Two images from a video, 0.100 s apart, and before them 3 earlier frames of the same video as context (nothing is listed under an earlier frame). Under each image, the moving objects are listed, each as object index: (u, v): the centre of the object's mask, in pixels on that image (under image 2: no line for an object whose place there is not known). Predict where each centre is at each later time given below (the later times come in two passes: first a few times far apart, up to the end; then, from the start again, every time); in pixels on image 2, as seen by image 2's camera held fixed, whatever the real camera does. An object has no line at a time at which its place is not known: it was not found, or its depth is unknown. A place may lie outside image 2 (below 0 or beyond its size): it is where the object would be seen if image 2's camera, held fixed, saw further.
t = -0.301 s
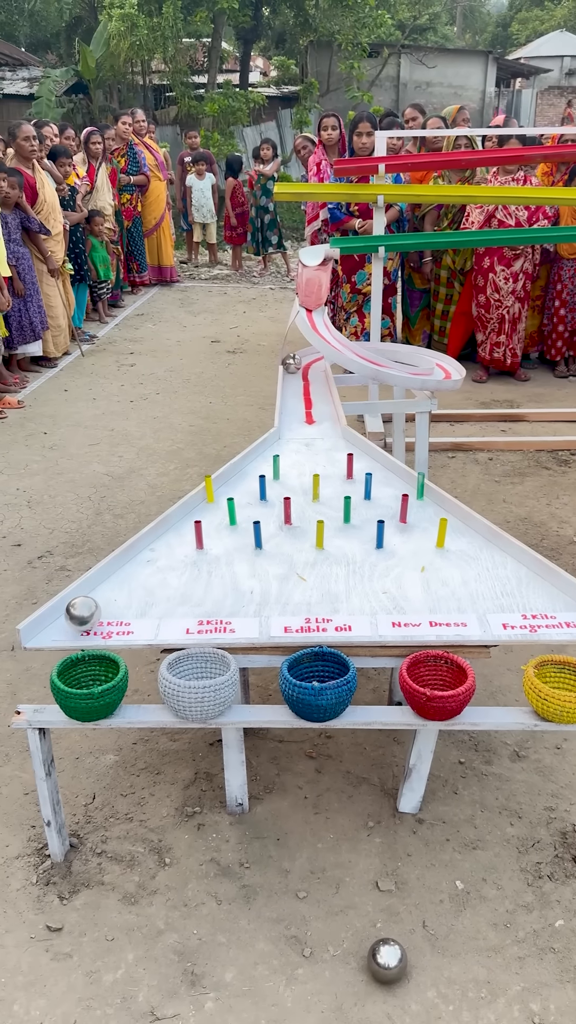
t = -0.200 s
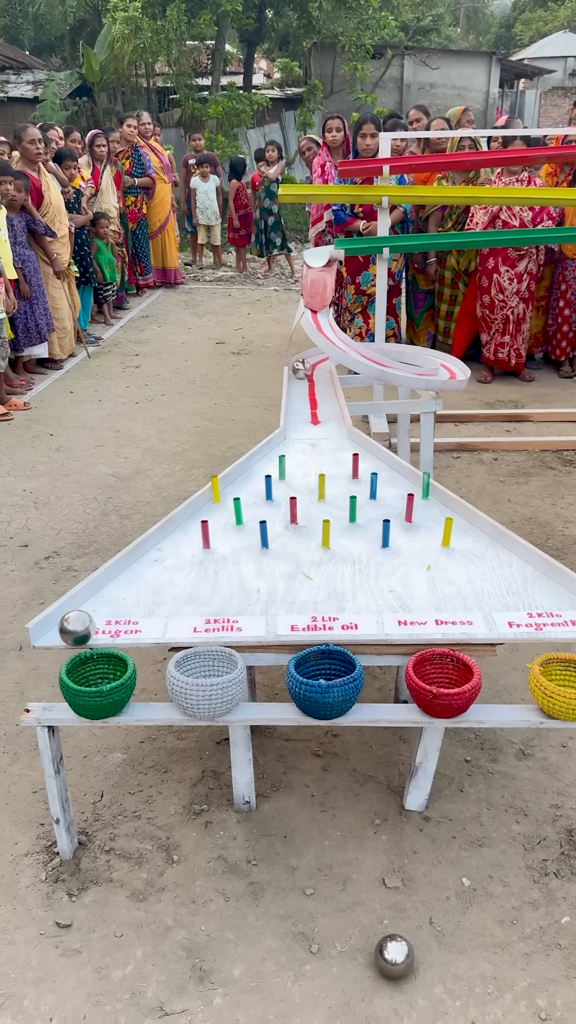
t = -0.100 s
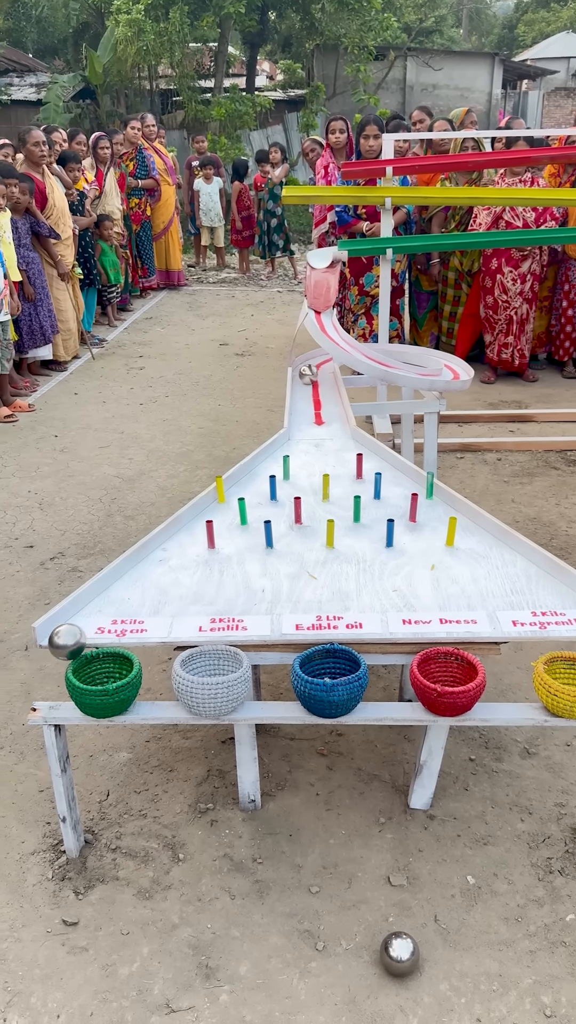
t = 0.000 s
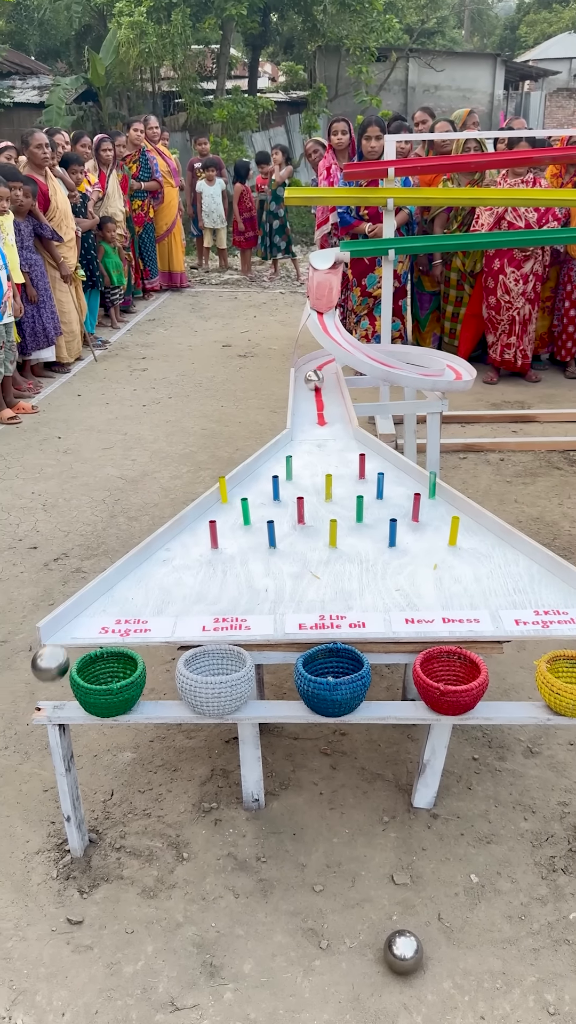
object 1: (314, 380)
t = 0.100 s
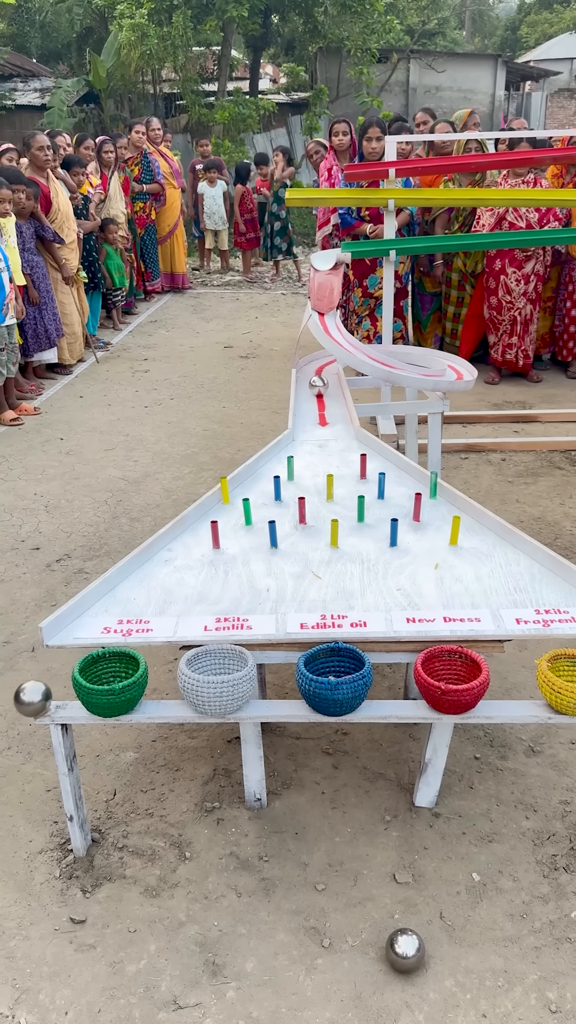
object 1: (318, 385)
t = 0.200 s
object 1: (321, 391)
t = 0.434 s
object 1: (329, 406)
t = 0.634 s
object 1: (335, 420)
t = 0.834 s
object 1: (338, 435)
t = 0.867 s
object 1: (339, 438)
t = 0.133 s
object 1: (319, 387)
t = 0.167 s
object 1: (320, 389)
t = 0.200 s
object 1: (321, 391)
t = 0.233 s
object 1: (322, 392)
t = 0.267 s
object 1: (323, 395)
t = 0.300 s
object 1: (324, 397)
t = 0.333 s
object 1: (325, 399)
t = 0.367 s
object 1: (327, 402)
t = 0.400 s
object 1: (328, 404)
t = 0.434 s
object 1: (329, 406)
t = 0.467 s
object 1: (330, 408)
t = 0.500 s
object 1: (331, 411)
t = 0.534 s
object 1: (332, 413)
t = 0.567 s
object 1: (333, 414)
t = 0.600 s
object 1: (334, 417)
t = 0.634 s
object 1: (335, 420)
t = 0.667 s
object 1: (335, 422)
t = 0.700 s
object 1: (336, 425)
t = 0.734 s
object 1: (337, 427)
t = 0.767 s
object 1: (338, 430)
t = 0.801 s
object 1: (338, 433)
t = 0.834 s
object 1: (338, 435)
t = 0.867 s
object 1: (339, 438)
